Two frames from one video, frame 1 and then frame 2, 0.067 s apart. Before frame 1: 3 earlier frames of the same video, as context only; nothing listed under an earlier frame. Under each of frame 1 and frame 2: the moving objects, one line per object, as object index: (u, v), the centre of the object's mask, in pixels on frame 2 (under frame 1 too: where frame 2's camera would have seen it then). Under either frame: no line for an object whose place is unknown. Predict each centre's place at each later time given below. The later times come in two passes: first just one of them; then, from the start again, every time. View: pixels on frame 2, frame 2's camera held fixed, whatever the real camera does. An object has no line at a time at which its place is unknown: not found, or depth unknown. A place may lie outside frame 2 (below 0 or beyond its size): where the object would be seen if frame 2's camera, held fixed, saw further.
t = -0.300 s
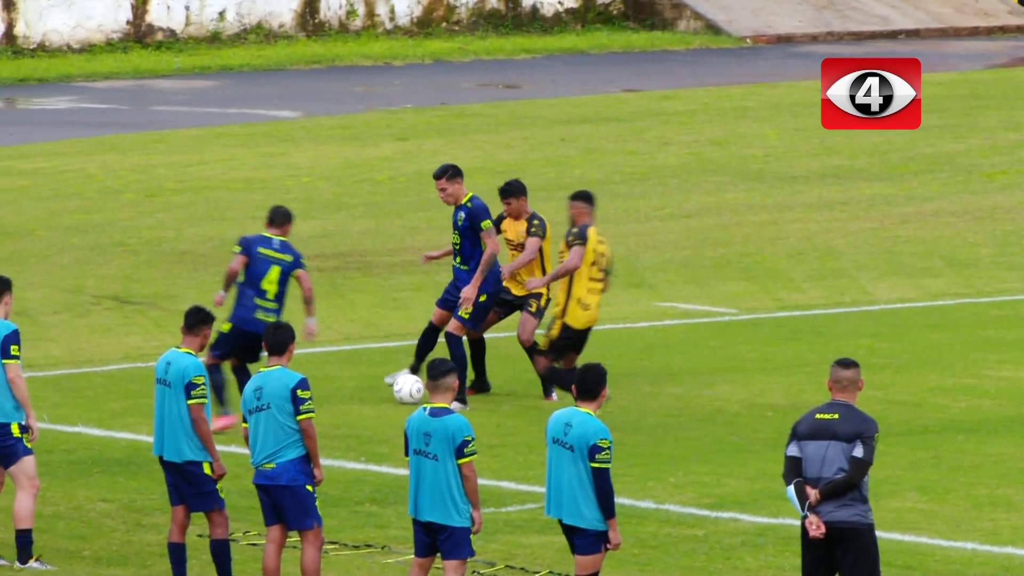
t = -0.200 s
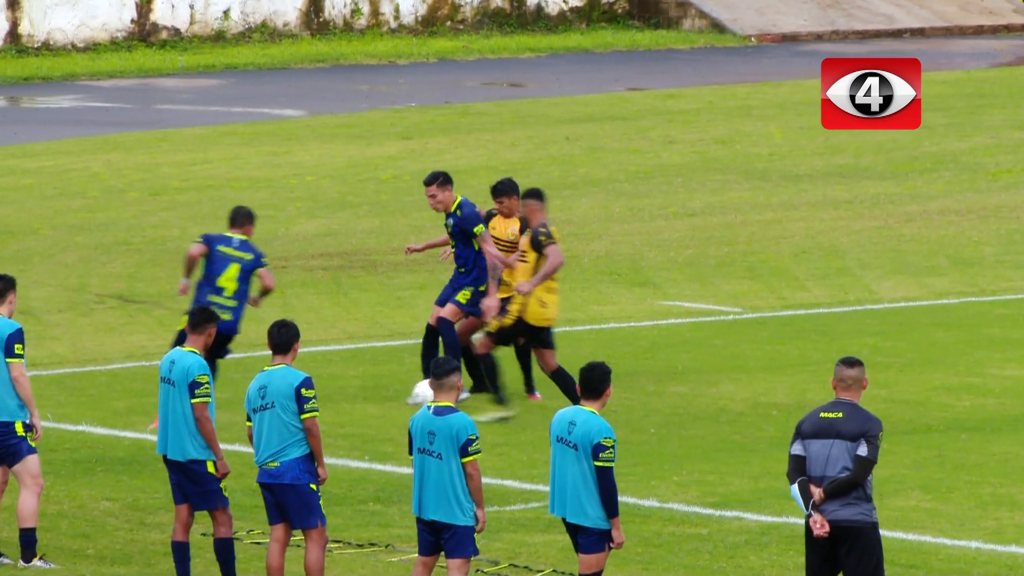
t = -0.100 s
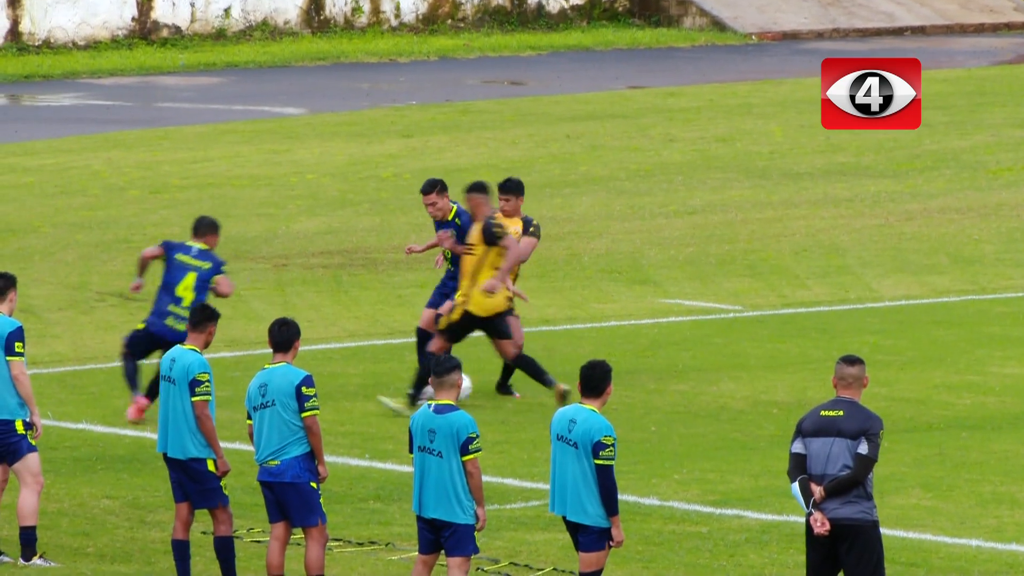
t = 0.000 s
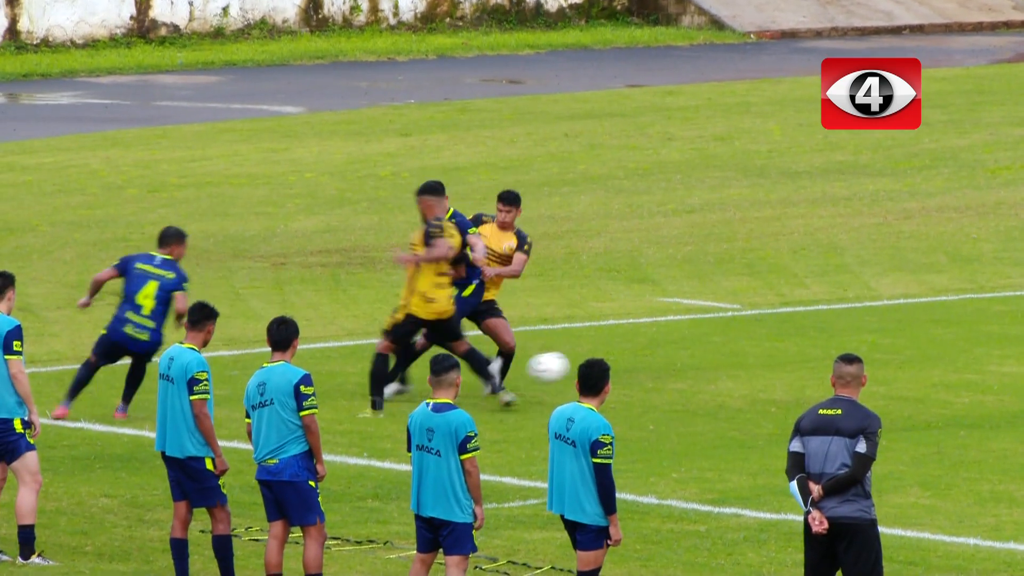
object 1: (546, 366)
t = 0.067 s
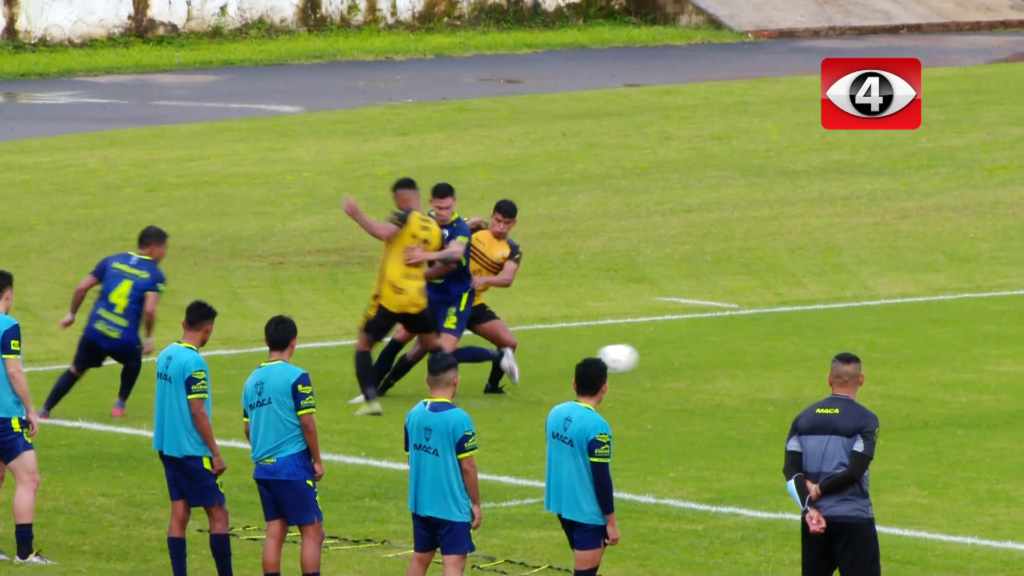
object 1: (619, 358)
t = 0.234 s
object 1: (794, 366)
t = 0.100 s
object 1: (653, 357)
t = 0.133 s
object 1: (688, 357)
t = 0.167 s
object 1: (724, 358)
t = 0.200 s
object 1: (759, 361)
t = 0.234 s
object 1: (794, 366)
